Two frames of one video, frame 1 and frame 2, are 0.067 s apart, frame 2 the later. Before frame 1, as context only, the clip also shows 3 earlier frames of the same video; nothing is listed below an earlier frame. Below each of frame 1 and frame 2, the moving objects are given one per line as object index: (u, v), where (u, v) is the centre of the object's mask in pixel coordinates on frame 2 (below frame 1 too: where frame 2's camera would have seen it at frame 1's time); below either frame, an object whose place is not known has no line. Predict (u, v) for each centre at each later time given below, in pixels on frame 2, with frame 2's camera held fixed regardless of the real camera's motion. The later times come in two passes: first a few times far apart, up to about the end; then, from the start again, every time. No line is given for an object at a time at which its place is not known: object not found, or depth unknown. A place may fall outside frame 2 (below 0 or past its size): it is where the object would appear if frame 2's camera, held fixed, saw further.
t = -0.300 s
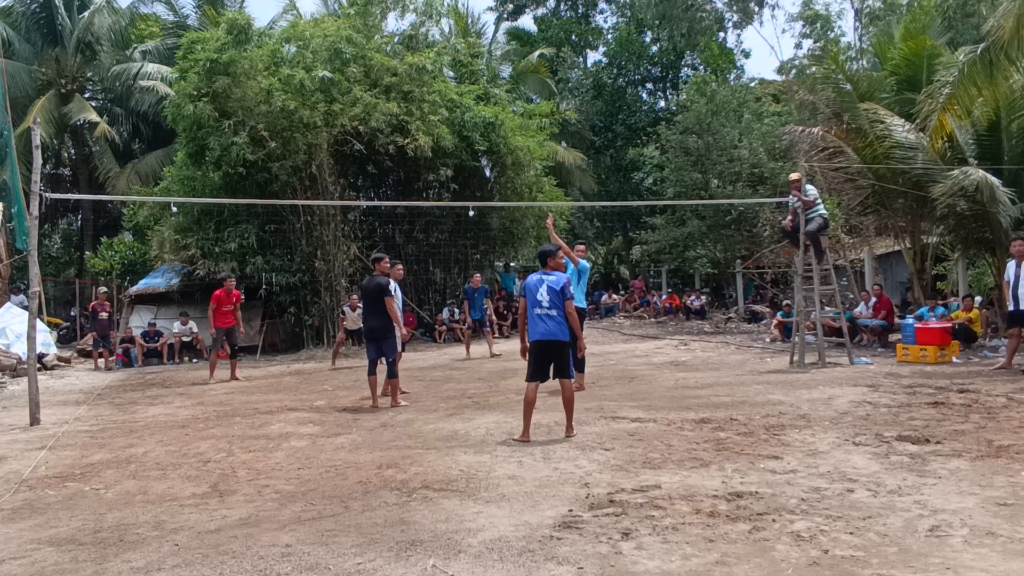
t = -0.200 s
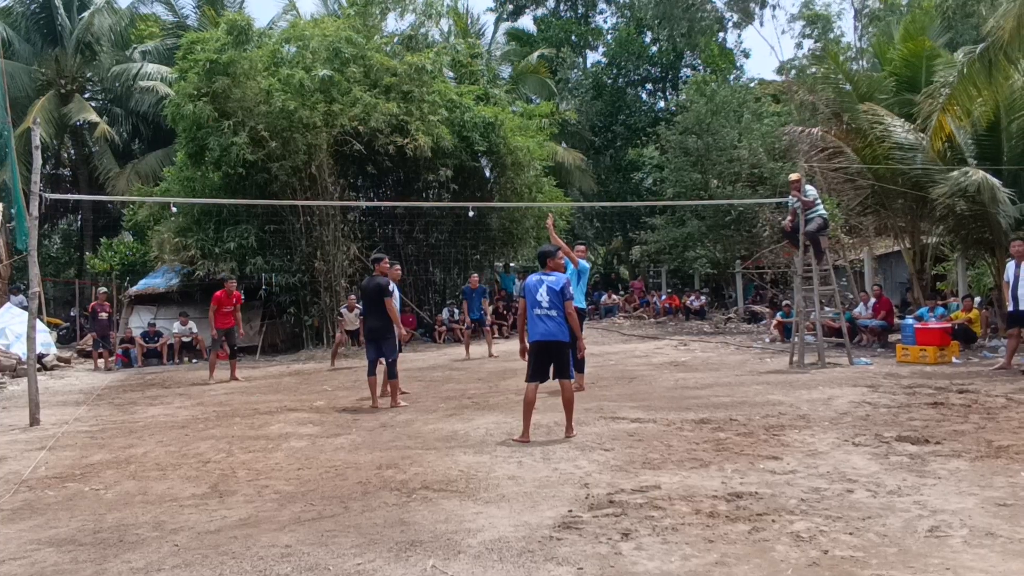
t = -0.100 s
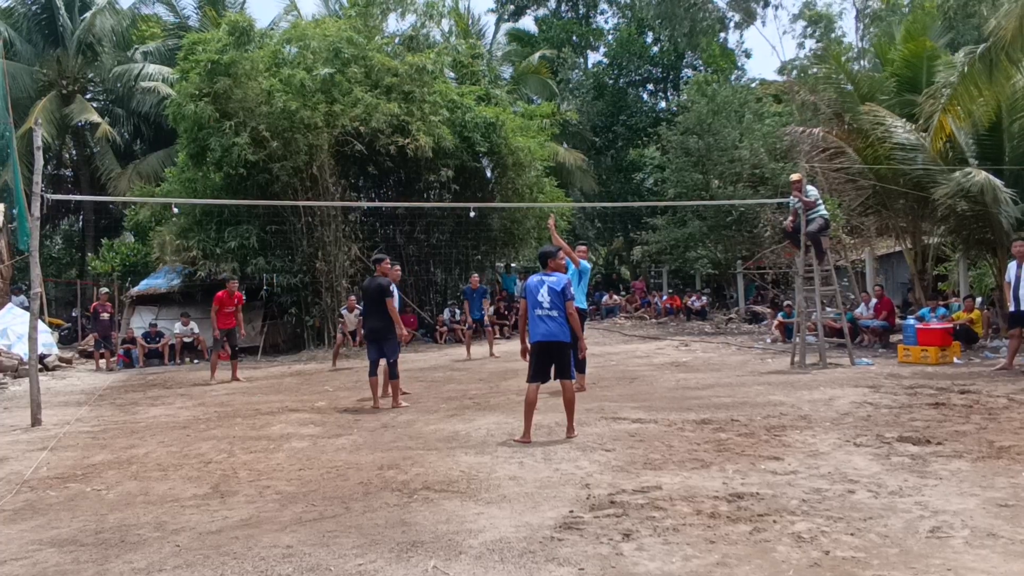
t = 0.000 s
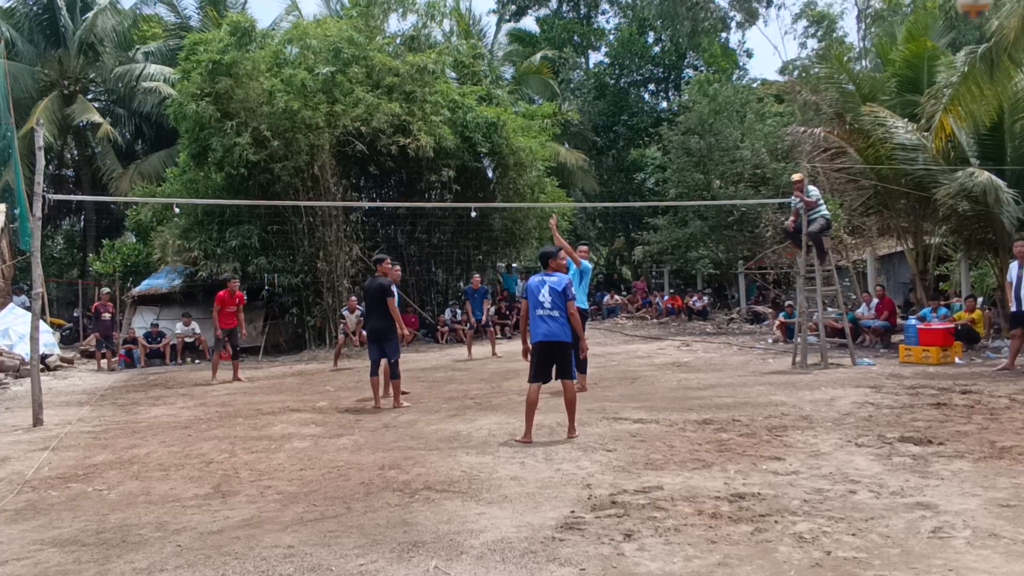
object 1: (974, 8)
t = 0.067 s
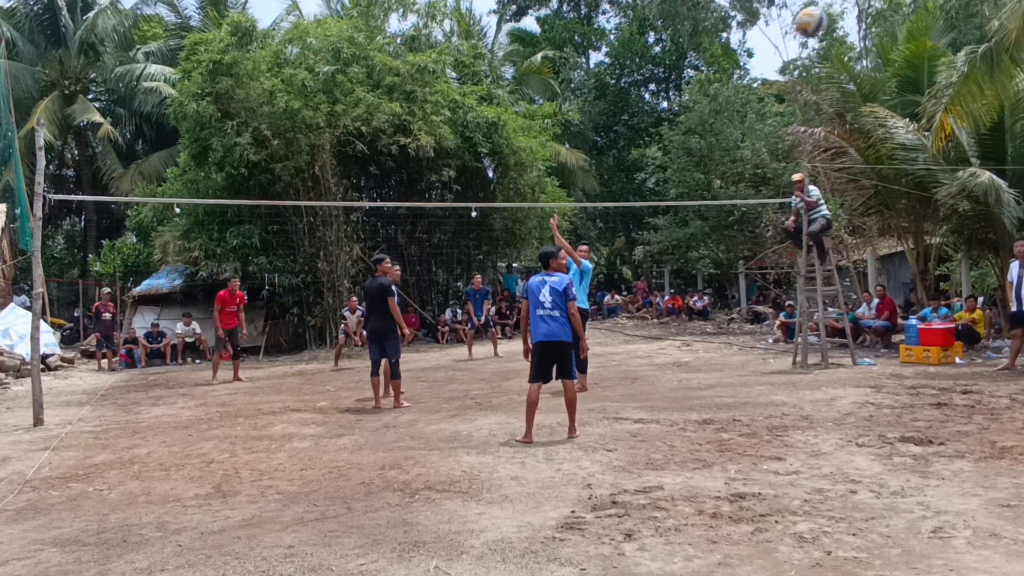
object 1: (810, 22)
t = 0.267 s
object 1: (522, 98)
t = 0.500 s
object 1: (356, 193)
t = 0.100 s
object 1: (745, 34)
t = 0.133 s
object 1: (688, 47)
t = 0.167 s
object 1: (639, 59)
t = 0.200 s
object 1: (595, 72)
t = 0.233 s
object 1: (556, 85)
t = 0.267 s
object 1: (522, 98)
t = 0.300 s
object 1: (491, 112)
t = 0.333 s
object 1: (463, 126)
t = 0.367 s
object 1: (437, 139)
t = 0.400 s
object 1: (414, 152)
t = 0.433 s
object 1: (393, 166)
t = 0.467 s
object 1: (374, 179)
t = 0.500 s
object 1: (356, 193)
